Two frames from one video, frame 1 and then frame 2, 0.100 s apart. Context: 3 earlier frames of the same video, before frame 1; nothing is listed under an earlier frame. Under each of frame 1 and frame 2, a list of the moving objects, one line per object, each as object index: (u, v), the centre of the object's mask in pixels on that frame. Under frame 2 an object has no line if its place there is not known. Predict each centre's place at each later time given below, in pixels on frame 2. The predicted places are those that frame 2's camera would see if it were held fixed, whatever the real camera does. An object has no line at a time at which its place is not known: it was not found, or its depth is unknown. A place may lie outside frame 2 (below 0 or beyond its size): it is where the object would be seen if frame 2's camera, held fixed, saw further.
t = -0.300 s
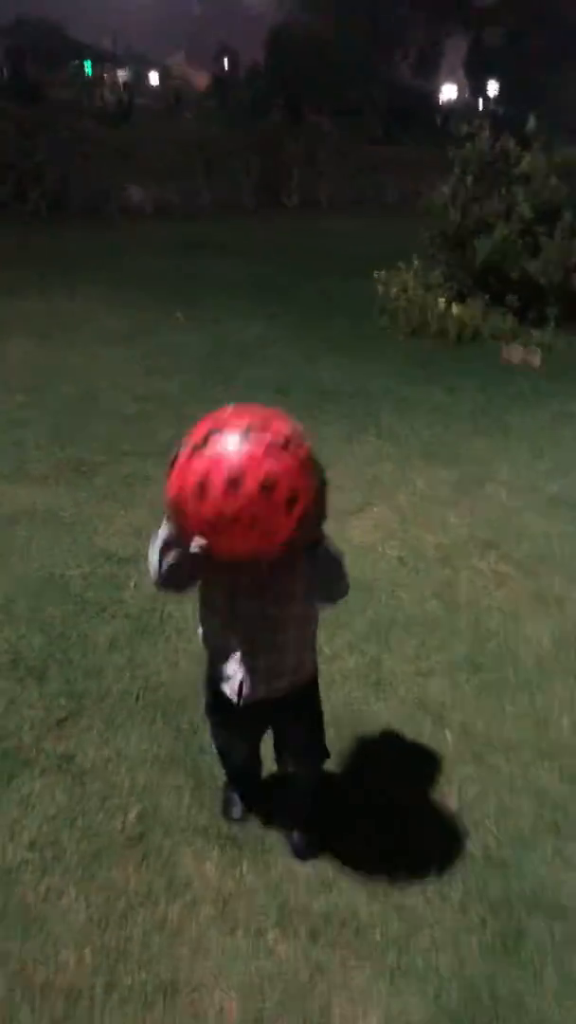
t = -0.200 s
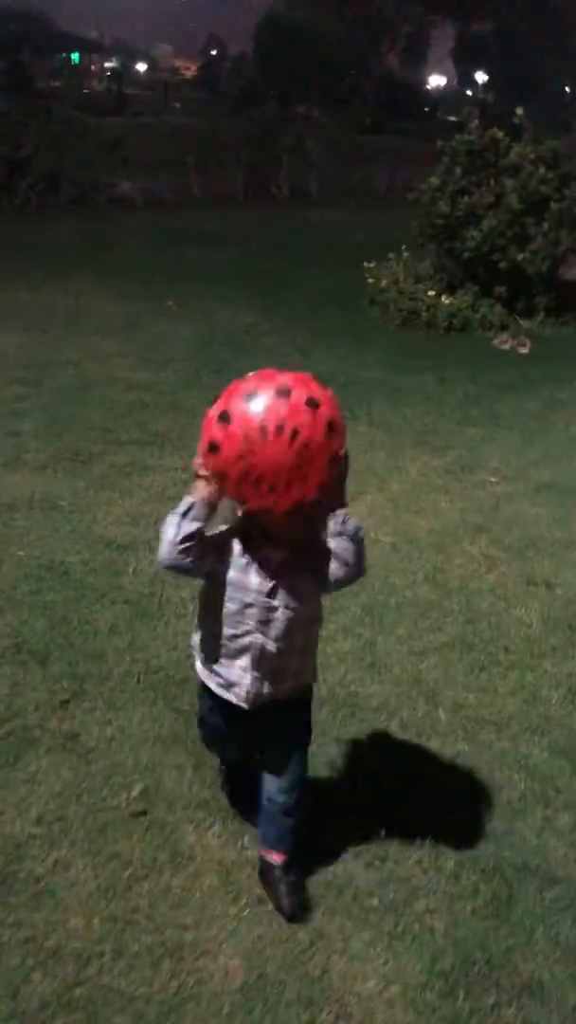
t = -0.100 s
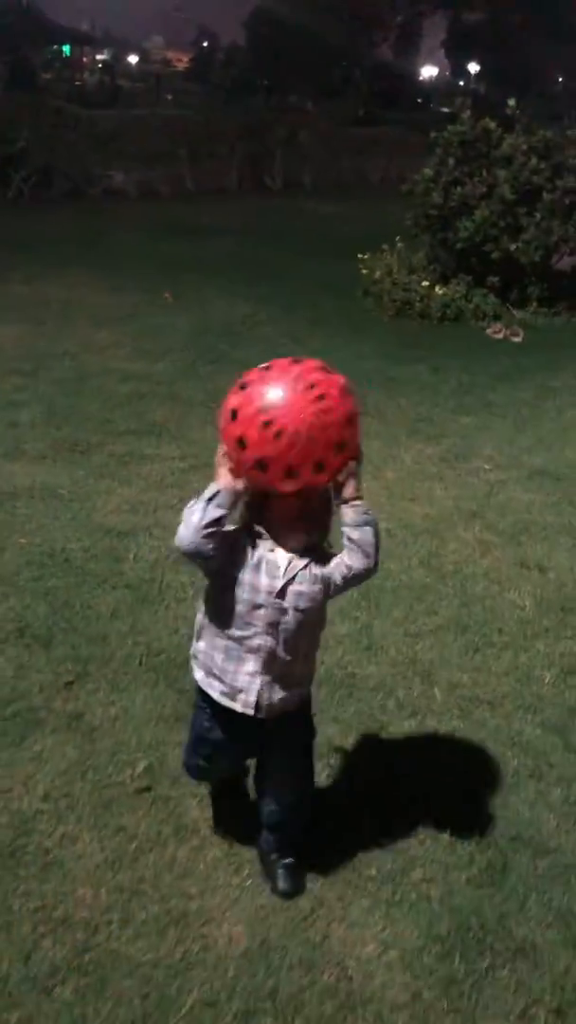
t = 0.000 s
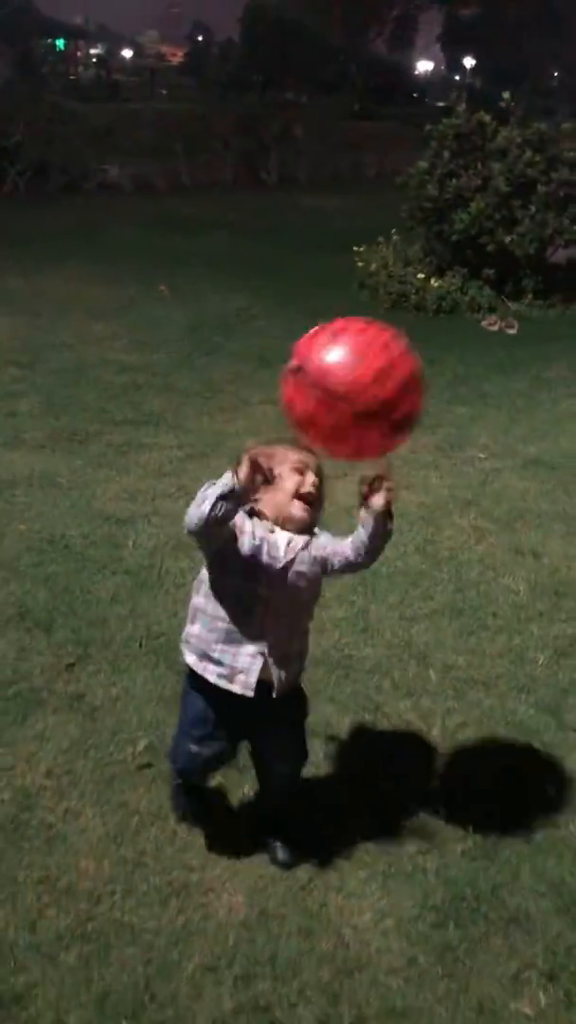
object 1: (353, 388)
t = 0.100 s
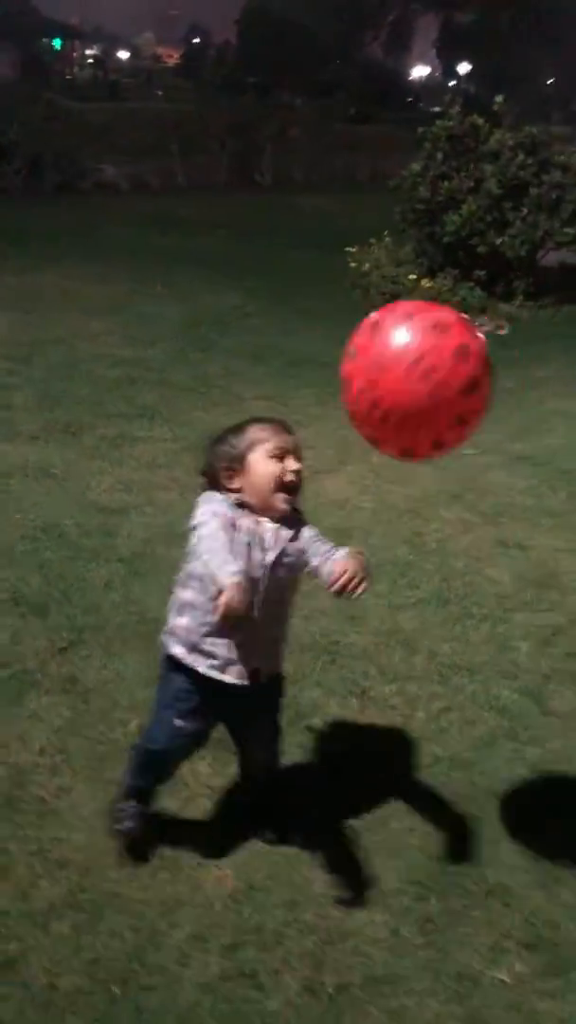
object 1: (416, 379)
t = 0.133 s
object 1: (440, 389)
